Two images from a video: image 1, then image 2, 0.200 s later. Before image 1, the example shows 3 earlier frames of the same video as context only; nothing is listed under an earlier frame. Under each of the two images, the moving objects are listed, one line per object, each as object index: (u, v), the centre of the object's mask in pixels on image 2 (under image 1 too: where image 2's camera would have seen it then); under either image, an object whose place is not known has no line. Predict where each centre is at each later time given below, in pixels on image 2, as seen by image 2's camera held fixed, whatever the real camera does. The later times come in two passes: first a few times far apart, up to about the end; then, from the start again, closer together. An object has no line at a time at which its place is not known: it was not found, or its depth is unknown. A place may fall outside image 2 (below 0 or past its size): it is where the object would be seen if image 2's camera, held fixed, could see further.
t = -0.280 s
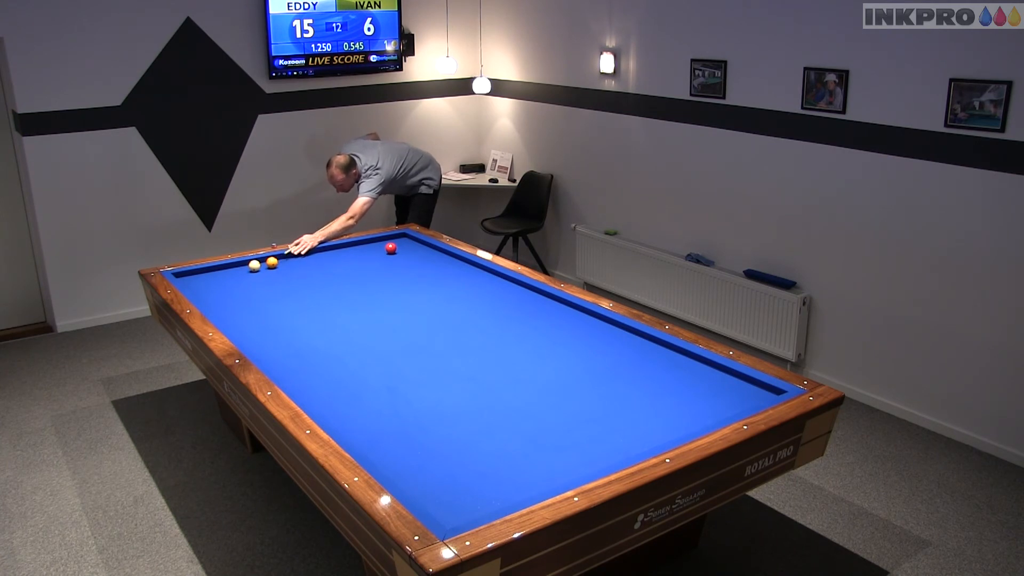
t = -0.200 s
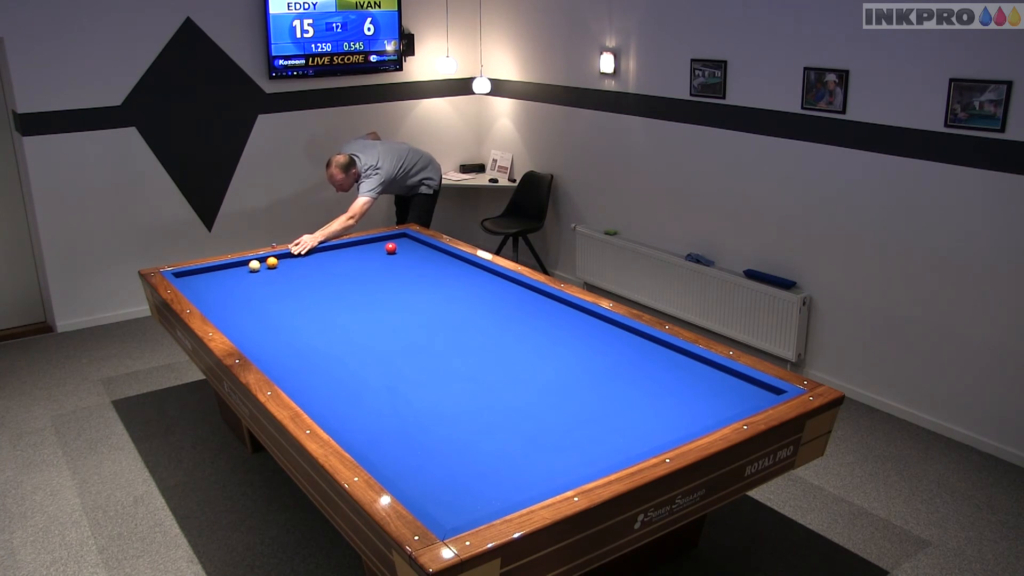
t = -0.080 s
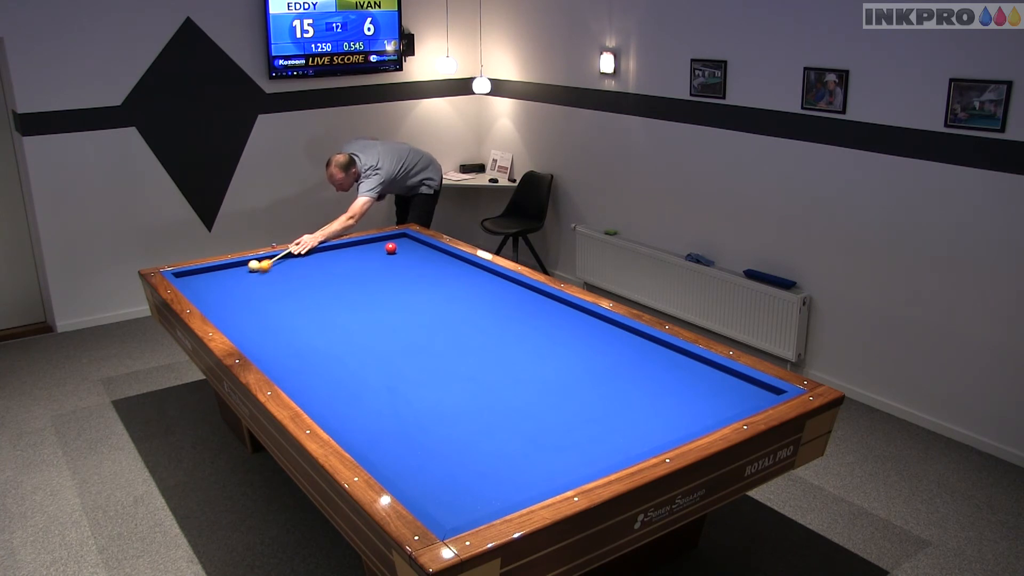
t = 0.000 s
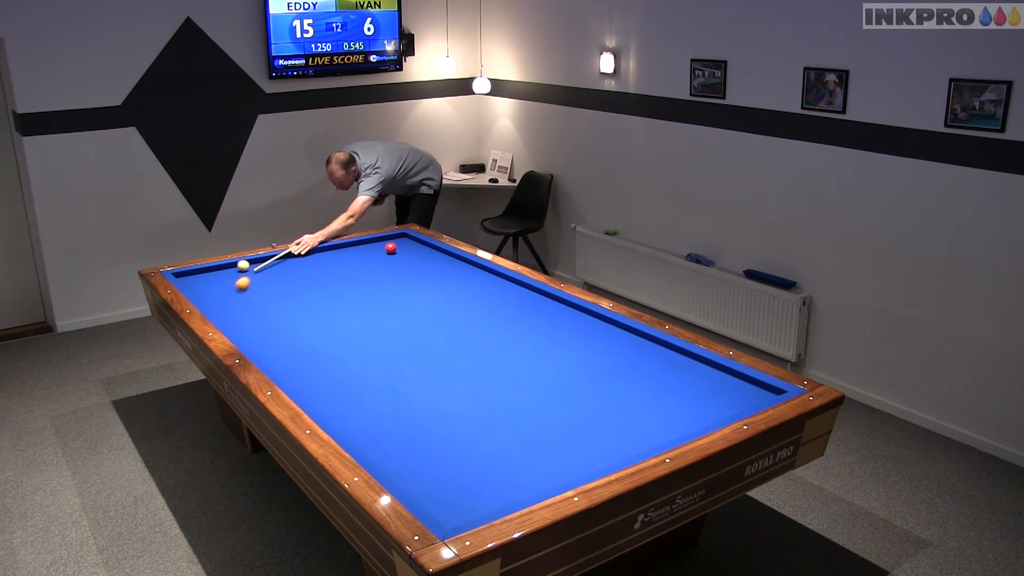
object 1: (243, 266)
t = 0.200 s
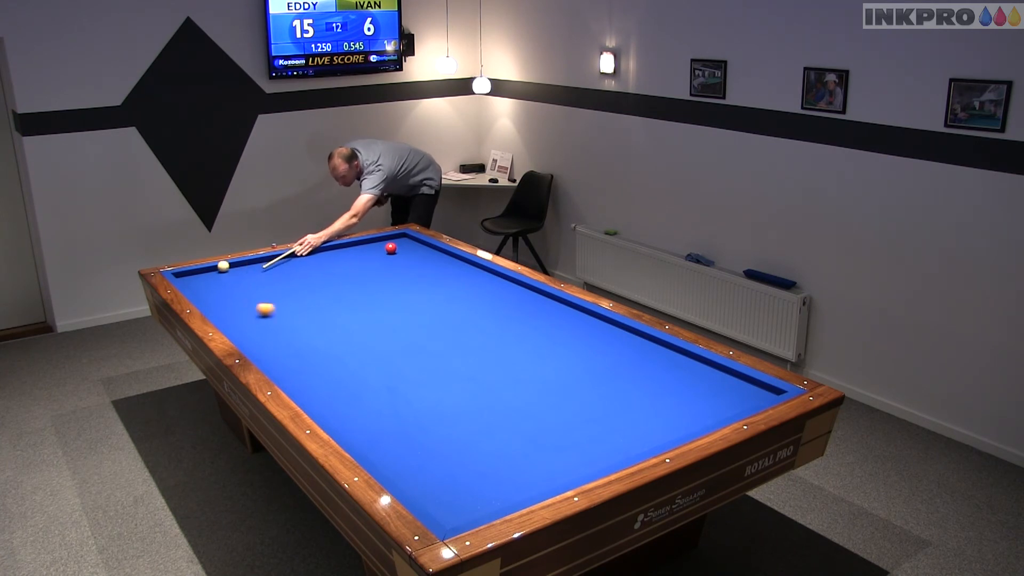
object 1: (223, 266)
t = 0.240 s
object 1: (221, 267)
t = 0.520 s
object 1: (205, 273)
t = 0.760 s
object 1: (191, 278)
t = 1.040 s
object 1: (191, 281)
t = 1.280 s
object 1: (203, 281)
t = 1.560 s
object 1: (216, 282)
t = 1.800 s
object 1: (227, 282)
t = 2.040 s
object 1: (238, 282)
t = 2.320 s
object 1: (249, 283)
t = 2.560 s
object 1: (259, 283)
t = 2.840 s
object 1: (271, 283)
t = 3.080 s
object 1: (280, 284)
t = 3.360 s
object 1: (290, 284)
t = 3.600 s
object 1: (298, 284)
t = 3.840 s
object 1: (306, 284)
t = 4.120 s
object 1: (314, 285)
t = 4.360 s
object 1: (321, 285)
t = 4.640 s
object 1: (328, 285)
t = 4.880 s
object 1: (334, 285)
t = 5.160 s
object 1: (341, 285)
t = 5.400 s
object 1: (345, 286)
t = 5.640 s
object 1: (350, 286)
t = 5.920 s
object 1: (354, 286)
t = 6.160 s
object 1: (358, 286)
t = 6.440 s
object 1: (361, 286)
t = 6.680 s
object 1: (364, 286)
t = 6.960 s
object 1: (367, 287)
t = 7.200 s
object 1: (368, 287)
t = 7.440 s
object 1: (369, 286)
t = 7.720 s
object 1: (370, 286)
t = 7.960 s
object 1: (370, 286)
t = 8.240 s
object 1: (370, 286)
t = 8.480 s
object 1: (370, 286)
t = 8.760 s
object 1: (370, 286)
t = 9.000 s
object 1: (370, 286)
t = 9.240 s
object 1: (370, 286)
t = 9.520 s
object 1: (370, 286)
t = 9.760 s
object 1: (370, 286)
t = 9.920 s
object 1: (370, 286)
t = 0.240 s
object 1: (221, 267)
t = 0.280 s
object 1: (219, 268)
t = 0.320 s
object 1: (216, 269)
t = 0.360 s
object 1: (214, 270)
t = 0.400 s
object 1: (212, 270)
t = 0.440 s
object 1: (209, 271)
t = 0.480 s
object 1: (207, 272)
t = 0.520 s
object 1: (205, 273)
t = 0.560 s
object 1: (203, 274)
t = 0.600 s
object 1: (200, 275)
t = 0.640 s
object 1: (198, 275)
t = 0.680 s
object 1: (196, 276)
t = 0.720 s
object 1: (194, 277)
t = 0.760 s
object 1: (191, 278)
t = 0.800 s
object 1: (189, 279)
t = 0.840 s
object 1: (187, 279)
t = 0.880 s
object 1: (185, 280)
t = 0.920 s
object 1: (186, 280)
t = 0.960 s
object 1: (188, 280)
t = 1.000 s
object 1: (190, 281)
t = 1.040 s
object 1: (191, 281)
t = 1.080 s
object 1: (193, 281)
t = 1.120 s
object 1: (195, 281)
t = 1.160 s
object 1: (197, 281)
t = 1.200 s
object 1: (199, 281)
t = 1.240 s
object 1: (201, 281)
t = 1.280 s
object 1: (203, 281)
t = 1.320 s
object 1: (205, 281)
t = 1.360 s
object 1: (207, 281)
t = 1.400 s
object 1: (209, 281)
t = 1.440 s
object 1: (210, 281)
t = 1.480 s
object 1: (212, 281)
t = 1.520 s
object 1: (214, 281)
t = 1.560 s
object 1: (216, 282)
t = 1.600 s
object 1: (218, 282)
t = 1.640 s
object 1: (220, 282)
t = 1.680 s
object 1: (222, 282)
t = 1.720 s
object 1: (223, 282)
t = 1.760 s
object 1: (225, 282)
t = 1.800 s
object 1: (227, 282)
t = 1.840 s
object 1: (229, 282)
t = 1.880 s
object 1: (231, 282)
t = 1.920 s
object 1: (232, 282)
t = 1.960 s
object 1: (234, 282)
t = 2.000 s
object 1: (236, 282)
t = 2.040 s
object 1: (238, 282)
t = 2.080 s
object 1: (239, 282)
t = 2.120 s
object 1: (241, 282)
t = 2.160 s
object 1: (243, 283)
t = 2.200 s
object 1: (244, 283)
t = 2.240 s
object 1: (246, 283)
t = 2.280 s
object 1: (248, 283)
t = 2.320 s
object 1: (249, 283)
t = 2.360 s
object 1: (251, 283)
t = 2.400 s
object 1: (253, 283)
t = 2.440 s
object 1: (254, 283)
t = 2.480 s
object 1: (256, 283)
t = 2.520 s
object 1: (258, 283)
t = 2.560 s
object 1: (259, 283)
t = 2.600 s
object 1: (261, 283)
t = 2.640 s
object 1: (263, 283)
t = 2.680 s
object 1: (264, 283)
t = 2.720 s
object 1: (266, 283)
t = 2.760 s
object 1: (268, 283)
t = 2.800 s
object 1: (269, 283)
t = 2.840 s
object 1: (271, 283)
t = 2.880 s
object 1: (272, 283)
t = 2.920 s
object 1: (273, 283)
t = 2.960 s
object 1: (275, 283)
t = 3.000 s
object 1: (277, 283)
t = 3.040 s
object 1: (278, 284)
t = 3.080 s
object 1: (280, 284)
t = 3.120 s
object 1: (281, 284)
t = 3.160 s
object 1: (282, 284)
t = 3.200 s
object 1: (284, 284)
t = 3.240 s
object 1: (285, 284)
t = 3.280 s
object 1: (287, 284)
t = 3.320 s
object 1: (288, 284)
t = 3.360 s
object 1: (290, 284)
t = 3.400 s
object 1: (291, 284)
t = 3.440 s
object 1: (292, 284)
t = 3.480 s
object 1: (294, 284)
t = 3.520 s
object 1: (295, 284)
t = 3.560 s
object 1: (297, 284)
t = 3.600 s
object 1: (298, 284)
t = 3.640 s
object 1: (299, 284)
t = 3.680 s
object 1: (300, 284)
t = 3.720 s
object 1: (302, 284)
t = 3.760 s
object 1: (303, 284)
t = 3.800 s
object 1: (304, 284)
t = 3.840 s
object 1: (306, 284)
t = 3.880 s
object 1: (307, 284)
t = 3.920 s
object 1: (308, 284)
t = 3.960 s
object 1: (309, 284)
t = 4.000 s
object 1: (310, 284)
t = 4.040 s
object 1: (312, 284)
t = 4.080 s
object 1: (313, 285)
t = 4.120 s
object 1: (314, 285)
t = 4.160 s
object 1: (315, 285)
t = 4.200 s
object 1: (316, 285)
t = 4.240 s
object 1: (317, 285)
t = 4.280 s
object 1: (319, 285)
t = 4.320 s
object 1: (320, 285)
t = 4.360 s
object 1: (321, 285)
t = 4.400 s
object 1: (322, 285)
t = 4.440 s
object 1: (323, 285)
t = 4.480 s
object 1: (324, 285)
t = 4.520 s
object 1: (325, 285)
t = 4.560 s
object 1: (326, 285)
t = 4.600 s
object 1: (327, 285)
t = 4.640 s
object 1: (328, 285)
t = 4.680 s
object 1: (329, 285)
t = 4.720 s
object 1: (330, 285)
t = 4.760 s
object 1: (331, 285)
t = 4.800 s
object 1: (332, 285)
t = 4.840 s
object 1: (333, 285)
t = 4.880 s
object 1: (334, 285)
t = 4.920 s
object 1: (335, 285)
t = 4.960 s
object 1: (336, 285)
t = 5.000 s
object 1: (337, 285)
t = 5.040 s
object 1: (338, 285)
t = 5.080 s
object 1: (339, 285)
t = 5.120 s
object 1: (340, 285)
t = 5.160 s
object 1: (341, 285)
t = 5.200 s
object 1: (341, 286)
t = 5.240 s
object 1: (342, 286)
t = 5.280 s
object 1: (343, 286)
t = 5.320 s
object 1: (344, 286)
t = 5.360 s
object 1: (345, 286)
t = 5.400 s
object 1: (345, 286)
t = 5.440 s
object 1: (346, 286)
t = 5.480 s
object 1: (347, 286)
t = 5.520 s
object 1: (348, 286)
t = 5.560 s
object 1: (348, 286)
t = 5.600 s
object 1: (349, 286)
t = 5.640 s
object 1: (350, 286)
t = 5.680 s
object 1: (350, 286)
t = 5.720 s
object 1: (351, 286)
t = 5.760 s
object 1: (352, 286)
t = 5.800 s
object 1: (352, 286)
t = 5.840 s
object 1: (353, 286)
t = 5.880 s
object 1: (354, 286)
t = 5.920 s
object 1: (354, 286)
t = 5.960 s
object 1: (355, 286)
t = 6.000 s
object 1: (356, 286)
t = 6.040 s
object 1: (356, 286)
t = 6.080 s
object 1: (357, 286)
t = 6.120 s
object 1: (357, 286)
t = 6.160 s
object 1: (358, 286)
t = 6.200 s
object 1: (358, 286)
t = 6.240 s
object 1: (359, 286)
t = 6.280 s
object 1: (360, 286)
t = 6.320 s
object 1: (360, 286)
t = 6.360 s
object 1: (361, 286)
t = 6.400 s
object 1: (361, 286)
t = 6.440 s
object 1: (361, 286)
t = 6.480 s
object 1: (362, 286)
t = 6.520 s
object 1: (362, 286)
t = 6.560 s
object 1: (363, 286)
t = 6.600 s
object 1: (363, 286)
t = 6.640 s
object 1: (364, 286)
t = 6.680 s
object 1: (364, 286)
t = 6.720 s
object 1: (365, 286)
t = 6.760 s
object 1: (365, 286)
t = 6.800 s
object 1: (365, 286)
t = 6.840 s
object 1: (366, 286)
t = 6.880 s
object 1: (366, 286)
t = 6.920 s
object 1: (366, 287)
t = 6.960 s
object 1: (367, 287)
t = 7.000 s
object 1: (367, 287)
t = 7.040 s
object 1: (367, 287)
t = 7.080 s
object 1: (367, 287)
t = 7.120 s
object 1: (368, 287)
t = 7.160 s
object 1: (368, 286)
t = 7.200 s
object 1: (368, 287)
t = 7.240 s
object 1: (368, 287)
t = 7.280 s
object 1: (368, 286)
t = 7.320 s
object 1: (369, 287)
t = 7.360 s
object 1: (369, 286)
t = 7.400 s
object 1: (369, 286)
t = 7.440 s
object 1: (369, 286)
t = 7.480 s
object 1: (369, 286)
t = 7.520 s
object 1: (369, 286)
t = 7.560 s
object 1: (369, 286)
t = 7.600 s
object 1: (369, 286)
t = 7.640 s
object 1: (370, 286)
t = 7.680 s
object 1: (370, 286)
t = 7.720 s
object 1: (370, 286)
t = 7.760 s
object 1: (370, 286)
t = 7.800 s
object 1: (370, 286)
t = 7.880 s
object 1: (370, 286)
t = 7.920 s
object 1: (370, 286)
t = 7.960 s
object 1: (370, 286)
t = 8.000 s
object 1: (370, 286)
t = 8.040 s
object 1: (370, 286)
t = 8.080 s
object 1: (370, 286)
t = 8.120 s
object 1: (370, 286)
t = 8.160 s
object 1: (370, 286)
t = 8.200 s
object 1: (370, 286)
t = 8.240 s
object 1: (370, 286)
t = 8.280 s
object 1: (370, 286)
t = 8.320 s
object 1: (370, 286)
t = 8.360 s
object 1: (370, 286)
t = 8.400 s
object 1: (370, 286)
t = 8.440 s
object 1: (370, 286)
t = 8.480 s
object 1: (370, 286)
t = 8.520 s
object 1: (370, 286)
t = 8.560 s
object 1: (370, 286)
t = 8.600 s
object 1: (370, 286)
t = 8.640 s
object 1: (370, 286)
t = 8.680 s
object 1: (370, 286)
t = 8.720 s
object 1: (370, 286)
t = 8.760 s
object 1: (370, 286)
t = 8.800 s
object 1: (370, 286)
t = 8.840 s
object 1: (370, 286)
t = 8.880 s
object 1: (370, 286)
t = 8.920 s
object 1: (370, 286)
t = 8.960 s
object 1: (370, 286)
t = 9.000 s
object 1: (370, 286)
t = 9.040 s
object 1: (370, 286)
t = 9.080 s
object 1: (370, 286)
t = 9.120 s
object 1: (370, 286)
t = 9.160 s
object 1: (370, 286)
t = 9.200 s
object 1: (370, 286)
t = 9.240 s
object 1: (370, 286)
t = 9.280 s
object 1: (370, 286)
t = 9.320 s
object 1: (370, 286)
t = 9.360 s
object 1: (370, 286)
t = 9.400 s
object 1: (370, 286)
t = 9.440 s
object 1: (370, 286)
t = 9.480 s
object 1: (370, 286)
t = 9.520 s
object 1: (370, 286)
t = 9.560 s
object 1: (370, 286)
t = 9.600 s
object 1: (370, 286)
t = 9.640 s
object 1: (370, 286)
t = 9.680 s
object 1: (370, 286)
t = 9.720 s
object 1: (370, 286)
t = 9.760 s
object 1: (370, 286)
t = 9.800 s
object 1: (370, 286)
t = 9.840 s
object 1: (370, 286)
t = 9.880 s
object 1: (370, 286)
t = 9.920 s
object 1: (370, 286)
